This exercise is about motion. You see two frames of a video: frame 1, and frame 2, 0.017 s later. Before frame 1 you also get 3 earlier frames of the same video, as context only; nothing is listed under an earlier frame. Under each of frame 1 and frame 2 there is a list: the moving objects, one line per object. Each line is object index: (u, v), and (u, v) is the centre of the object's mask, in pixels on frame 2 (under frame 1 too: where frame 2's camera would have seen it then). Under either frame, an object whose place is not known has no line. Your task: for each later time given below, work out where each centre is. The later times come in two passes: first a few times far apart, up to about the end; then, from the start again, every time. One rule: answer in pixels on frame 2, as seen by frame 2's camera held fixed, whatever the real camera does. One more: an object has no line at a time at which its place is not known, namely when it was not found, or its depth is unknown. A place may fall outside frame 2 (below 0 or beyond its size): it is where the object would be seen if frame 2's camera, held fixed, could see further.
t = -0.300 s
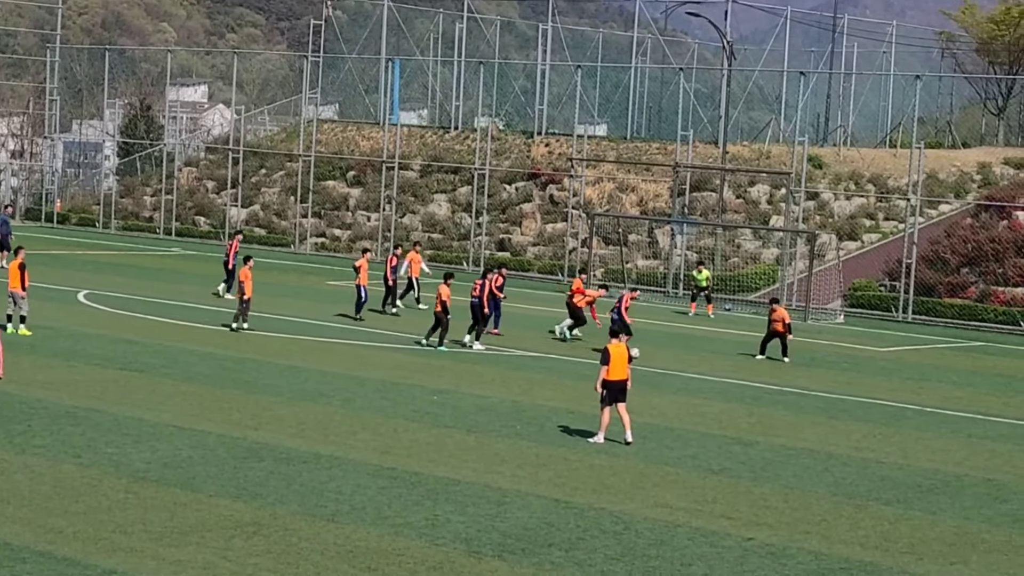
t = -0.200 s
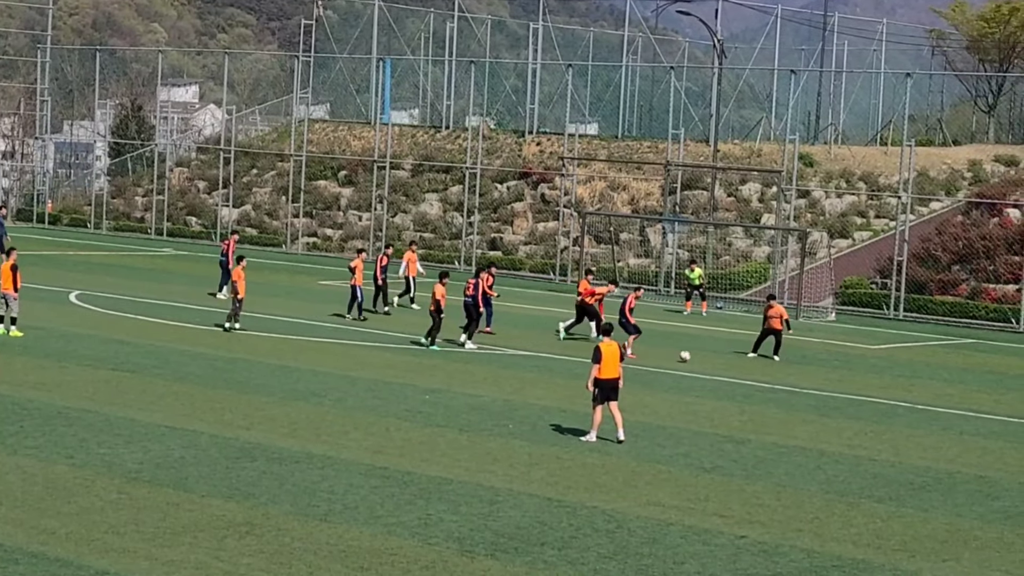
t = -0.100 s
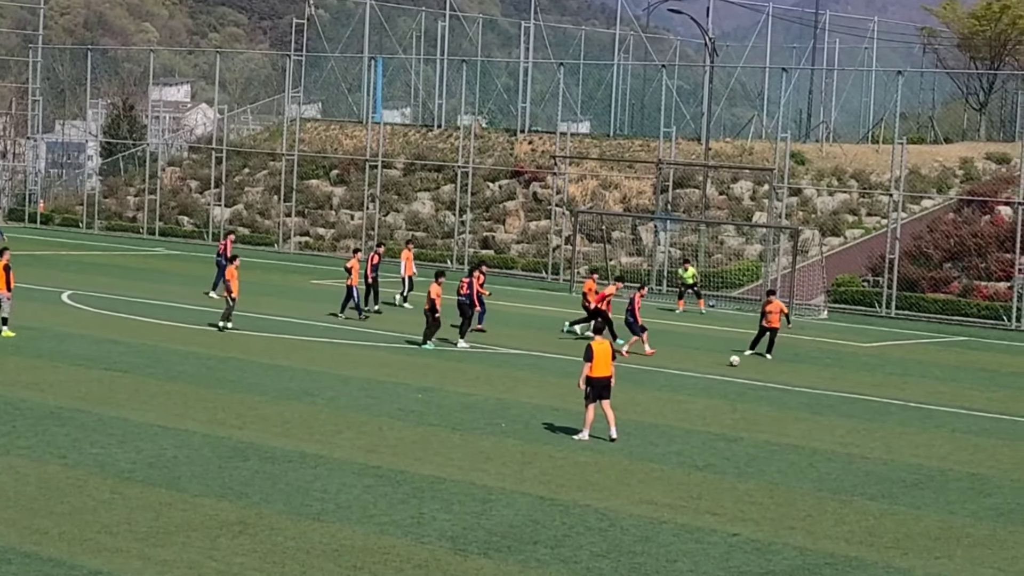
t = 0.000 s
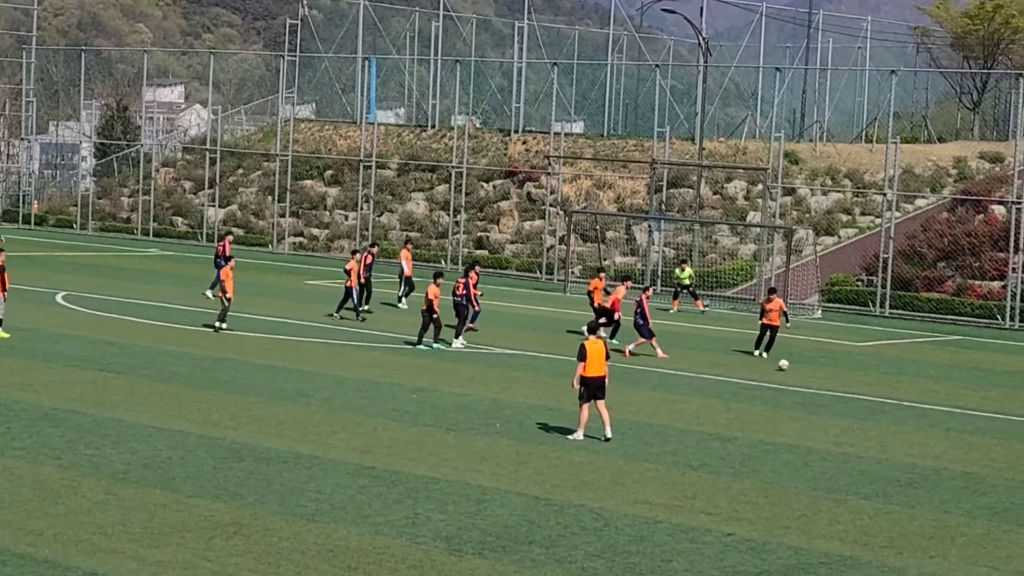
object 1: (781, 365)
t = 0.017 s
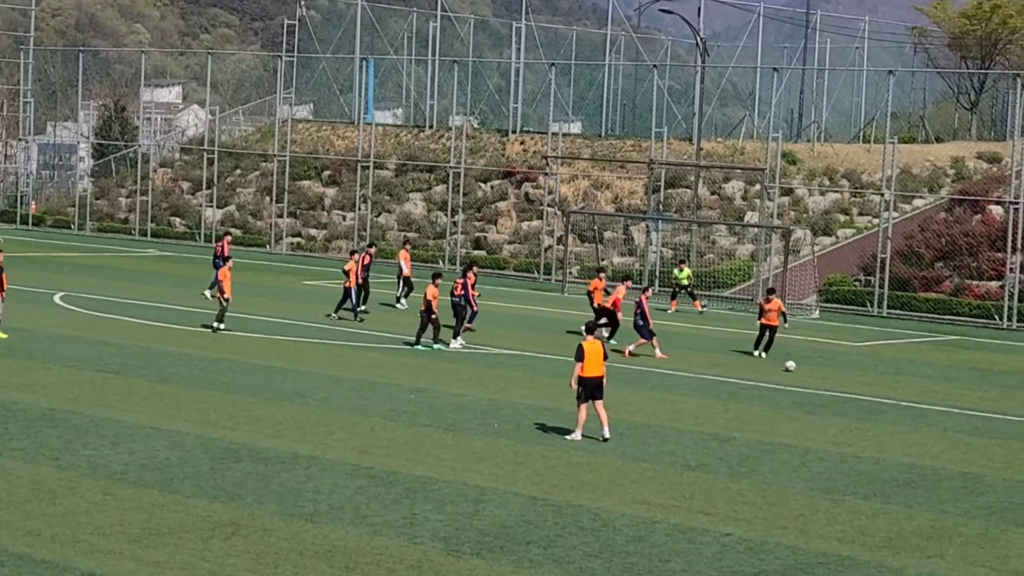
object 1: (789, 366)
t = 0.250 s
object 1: (907, 376)
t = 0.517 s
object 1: (1027, 387)
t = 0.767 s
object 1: (1123, 396)
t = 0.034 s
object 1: (798, 367)
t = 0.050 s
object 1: (807, 368)
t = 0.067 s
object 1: (815, 368)
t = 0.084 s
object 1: (824, 369)
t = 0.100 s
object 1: (833, 370)
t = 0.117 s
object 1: (841, 371)
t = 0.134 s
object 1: (850, 371)
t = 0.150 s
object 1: (858, 372)
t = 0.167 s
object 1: (866, 373)
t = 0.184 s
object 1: (874, 373)
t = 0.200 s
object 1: (882, 374)
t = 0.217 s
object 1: (891, 374)
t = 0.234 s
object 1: (899, 375)
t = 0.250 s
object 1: (907, 376)
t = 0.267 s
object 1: (915, 377)
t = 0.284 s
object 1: (923, 378)
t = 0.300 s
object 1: (931, 379)
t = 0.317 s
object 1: (939, 379)
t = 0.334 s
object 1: (947, 381)
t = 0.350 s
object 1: (955, 382)
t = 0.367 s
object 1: (962, 382)
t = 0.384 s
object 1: (970, 383)
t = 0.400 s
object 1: (977, 383)
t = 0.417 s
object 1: (984, 383)
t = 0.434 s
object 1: (991, 384)
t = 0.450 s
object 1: (998, 385)
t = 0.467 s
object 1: (1006, 386)
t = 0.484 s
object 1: (1013, 386)
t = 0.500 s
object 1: (1020, 387)
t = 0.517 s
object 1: (1027, 387)
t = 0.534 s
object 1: (1034, 387)
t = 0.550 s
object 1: (1040, 388)
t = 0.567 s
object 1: (1047, 389)
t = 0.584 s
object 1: (1054, 390)
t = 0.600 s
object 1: (1061, 391)
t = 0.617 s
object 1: (1068, 391)
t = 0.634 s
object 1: (1074, 391)
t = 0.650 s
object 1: (1079, 392)
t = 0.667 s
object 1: (1086, 392)
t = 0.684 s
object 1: (1090, 393)
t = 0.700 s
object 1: (1097, 393)
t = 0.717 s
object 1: (1104, 393)
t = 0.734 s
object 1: (1110, 394)
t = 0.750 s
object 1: (1116, 394)
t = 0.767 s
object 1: (1123, 396)
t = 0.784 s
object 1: (1128, 396)
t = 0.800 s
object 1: (1135, 397)
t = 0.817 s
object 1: (1141, 397)
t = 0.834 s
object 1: (1147, 397)
